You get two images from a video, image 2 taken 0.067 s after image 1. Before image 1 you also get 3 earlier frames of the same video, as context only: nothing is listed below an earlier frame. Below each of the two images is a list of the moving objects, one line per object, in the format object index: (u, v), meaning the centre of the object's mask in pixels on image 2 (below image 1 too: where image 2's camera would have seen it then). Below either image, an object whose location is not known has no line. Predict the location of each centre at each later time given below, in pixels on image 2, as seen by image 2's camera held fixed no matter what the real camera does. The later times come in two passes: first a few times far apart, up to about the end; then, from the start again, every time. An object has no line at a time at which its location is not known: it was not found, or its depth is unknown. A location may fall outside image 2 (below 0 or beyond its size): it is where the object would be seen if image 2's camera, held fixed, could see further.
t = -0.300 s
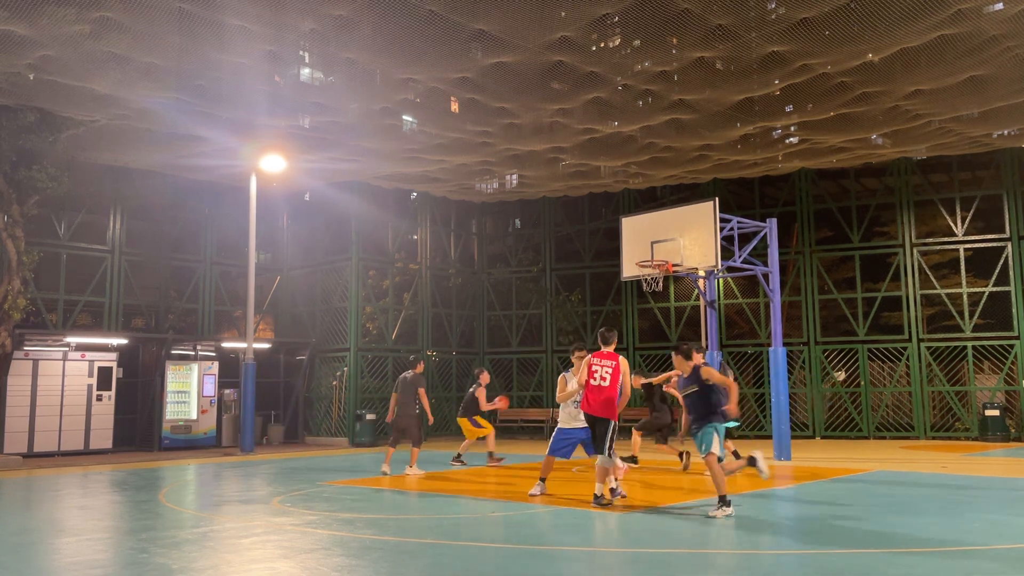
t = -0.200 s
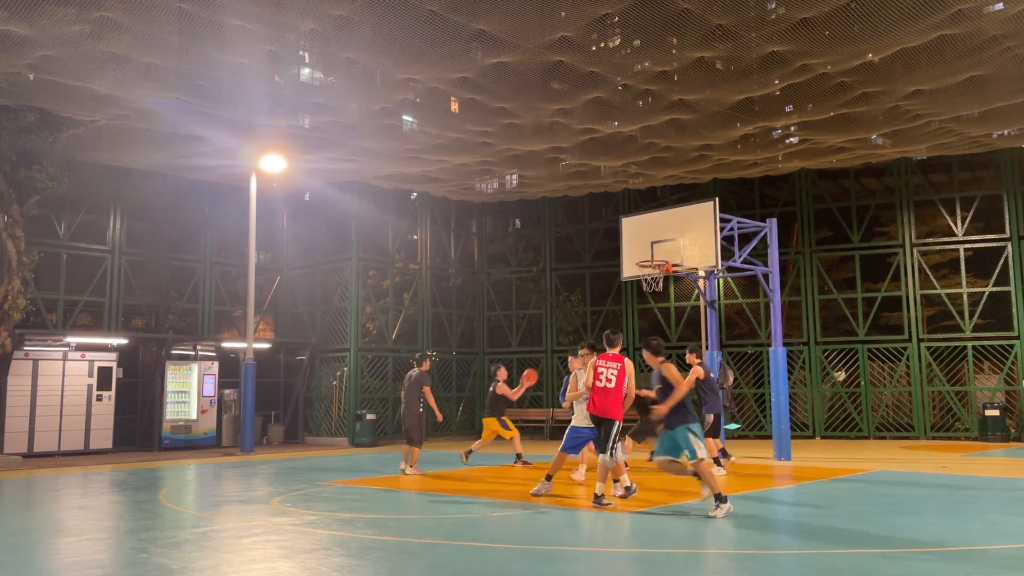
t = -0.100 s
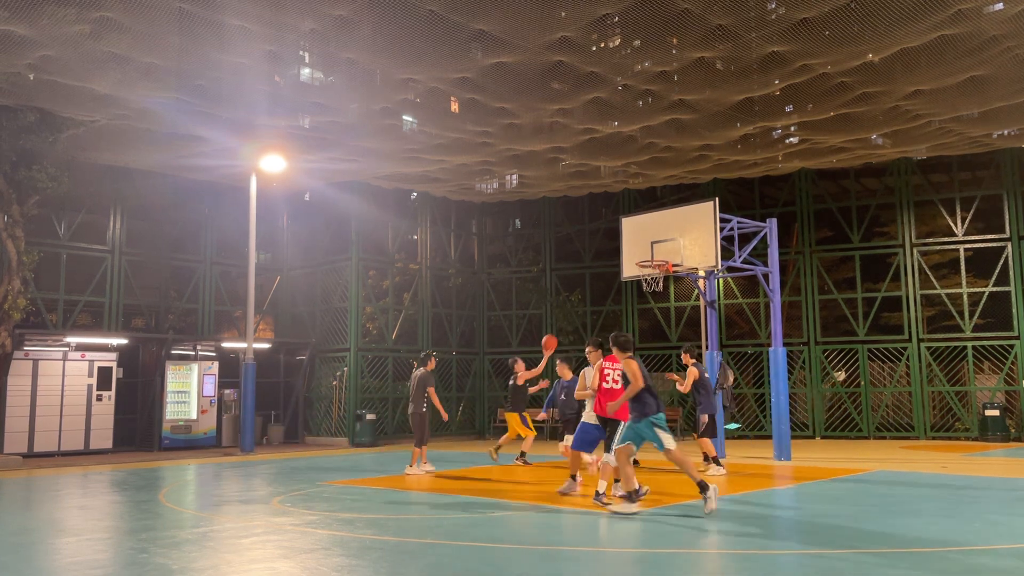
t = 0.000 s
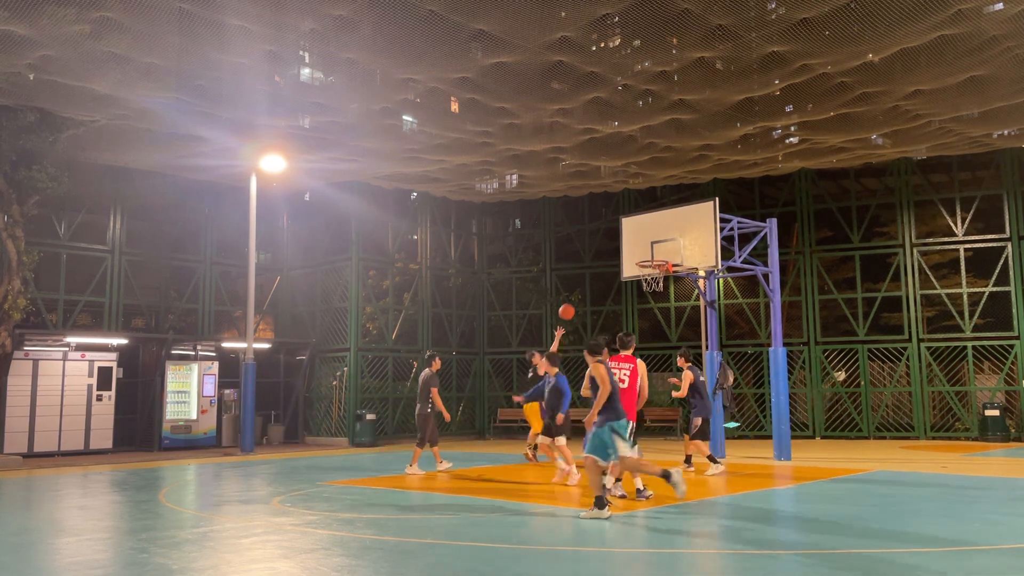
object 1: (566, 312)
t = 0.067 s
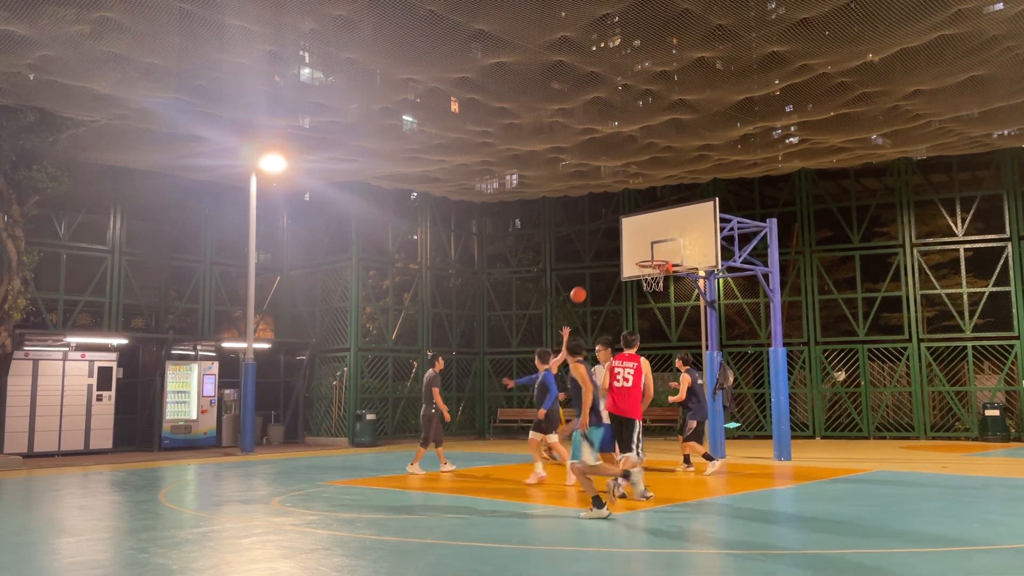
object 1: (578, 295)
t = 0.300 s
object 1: (618, 256)
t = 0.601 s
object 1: (650, 254)
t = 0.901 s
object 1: (651, 285)
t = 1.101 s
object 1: (649, 322)
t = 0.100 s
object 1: (584, 287)
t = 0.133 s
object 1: (590, 280)
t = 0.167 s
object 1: (595, 274)
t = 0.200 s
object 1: (601, 268)
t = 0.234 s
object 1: (607, 264)
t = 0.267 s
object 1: (613, 259)
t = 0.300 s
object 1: (618, 256)
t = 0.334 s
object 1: (624, 253)
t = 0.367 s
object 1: (631, 251)
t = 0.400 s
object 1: (637, 249)
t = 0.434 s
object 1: (643, 248)
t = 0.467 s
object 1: (647, 248)
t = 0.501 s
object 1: (648, 249)
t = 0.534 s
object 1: (648, 250)
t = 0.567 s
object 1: (649, 252)
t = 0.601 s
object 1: (650, 254)
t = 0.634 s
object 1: (651, 257)
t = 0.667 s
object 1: (651, 261)
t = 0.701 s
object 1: (654, 267)
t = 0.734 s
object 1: (654, 272)
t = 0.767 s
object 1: (654, 274)
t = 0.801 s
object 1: (652, 276)
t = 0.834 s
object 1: (652, 279)
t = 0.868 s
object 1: (652, 281)
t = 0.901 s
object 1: (651, 285)
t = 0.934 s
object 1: (651, 289)
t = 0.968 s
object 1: (651, 294)
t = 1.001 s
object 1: (650, 300)
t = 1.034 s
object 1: (650, 307)
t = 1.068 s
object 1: (650, 314)
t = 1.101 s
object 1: (649, 322)
